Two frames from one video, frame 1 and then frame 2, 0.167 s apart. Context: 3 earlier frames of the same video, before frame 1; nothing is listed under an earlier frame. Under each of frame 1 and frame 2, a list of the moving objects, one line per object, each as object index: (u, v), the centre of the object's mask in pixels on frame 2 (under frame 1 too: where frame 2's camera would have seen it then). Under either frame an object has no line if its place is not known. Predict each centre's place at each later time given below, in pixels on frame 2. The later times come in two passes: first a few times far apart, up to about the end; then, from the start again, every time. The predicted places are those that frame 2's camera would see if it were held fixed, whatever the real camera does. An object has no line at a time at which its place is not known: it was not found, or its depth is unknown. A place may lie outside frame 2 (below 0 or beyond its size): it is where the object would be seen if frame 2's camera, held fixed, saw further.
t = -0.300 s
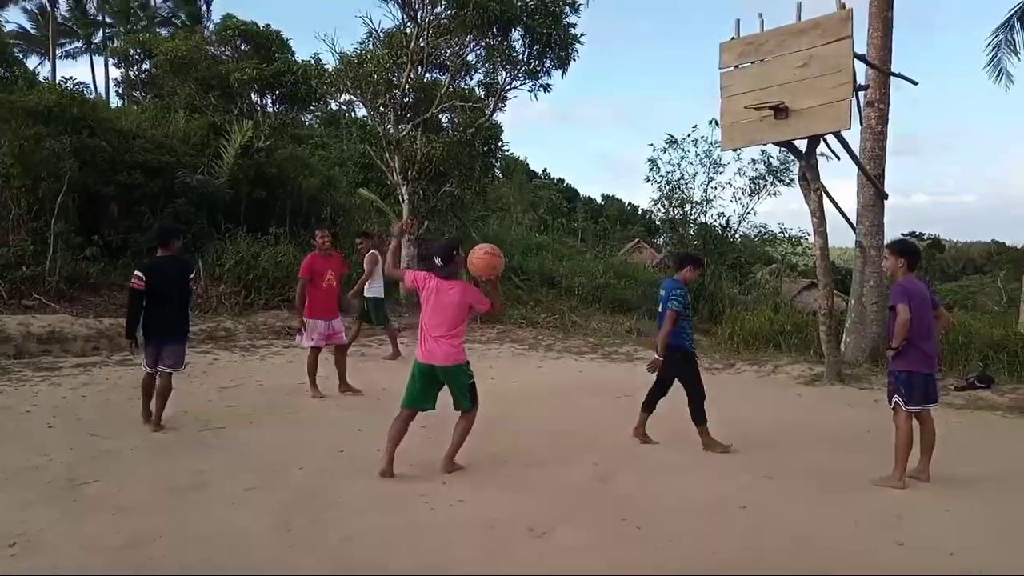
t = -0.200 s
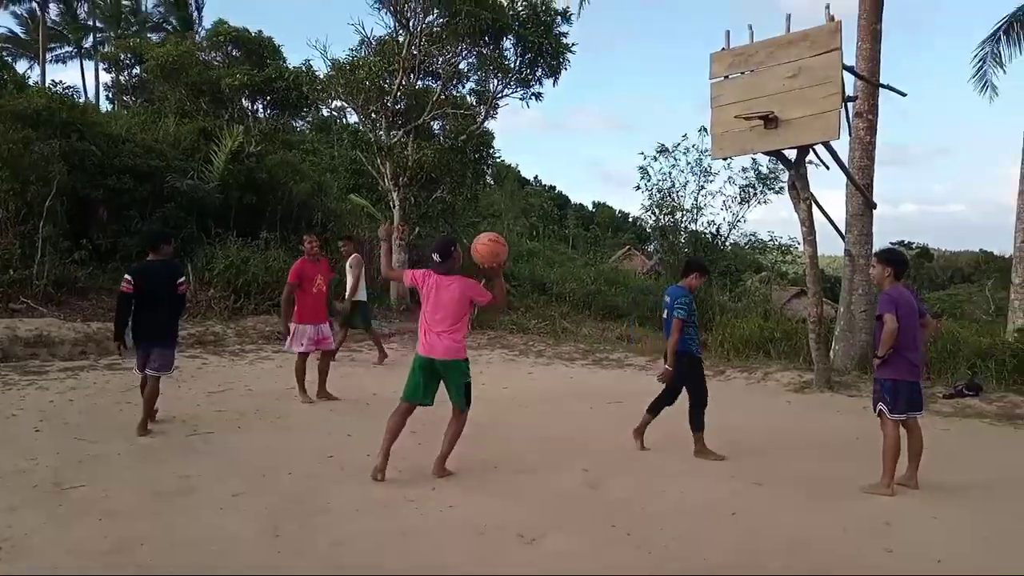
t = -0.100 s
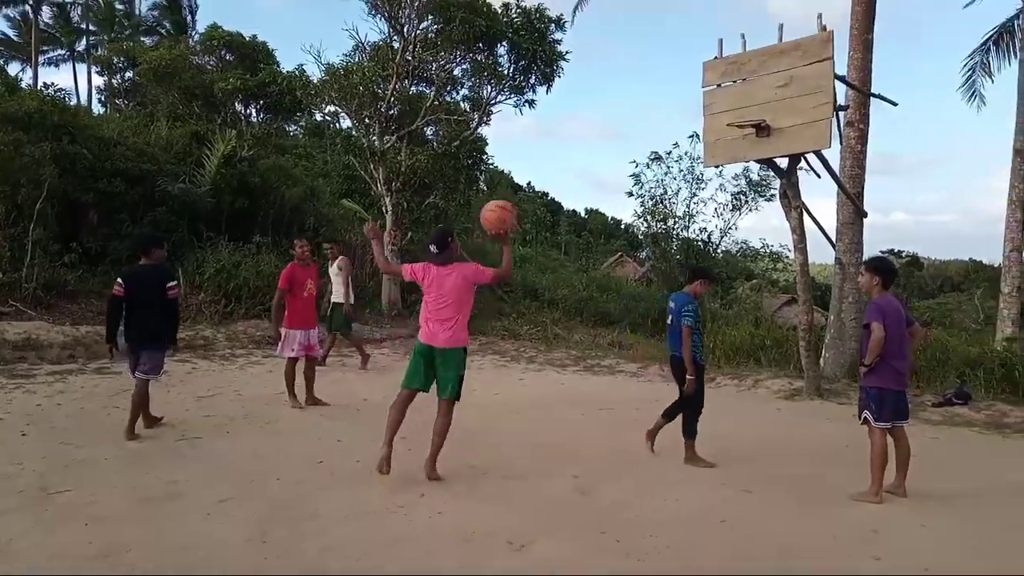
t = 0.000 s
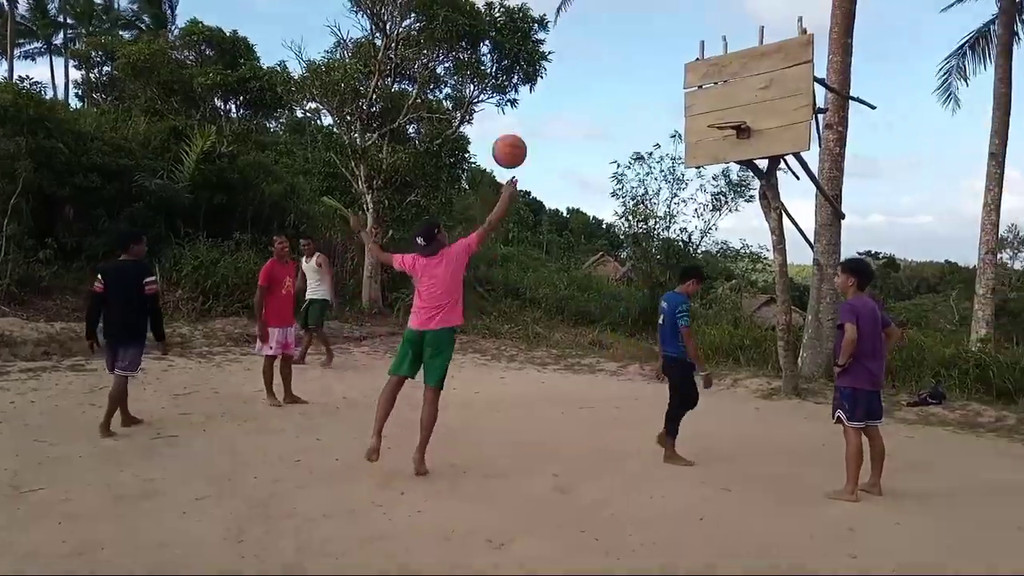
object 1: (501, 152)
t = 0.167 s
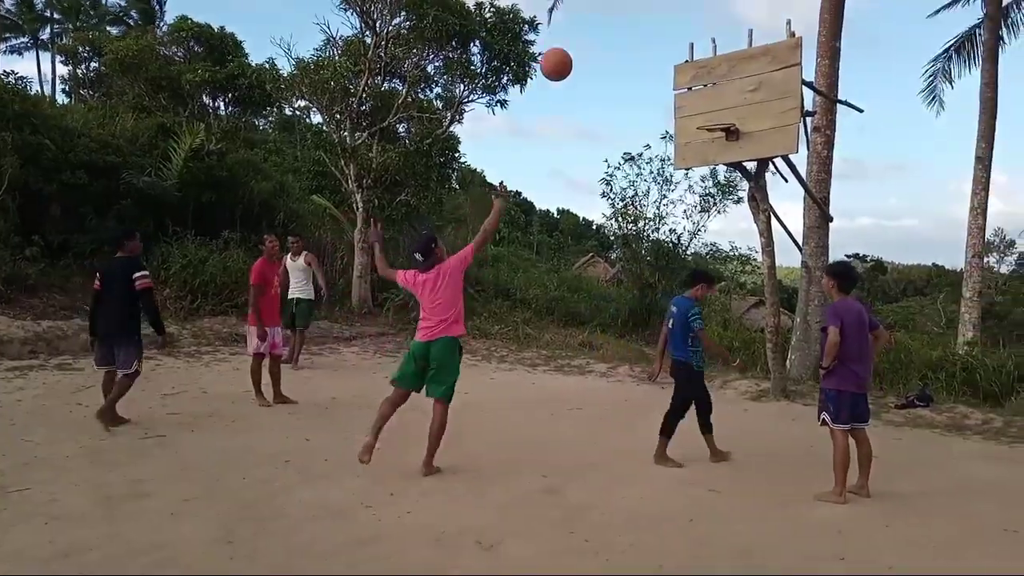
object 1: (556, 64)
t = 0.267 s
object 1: (586, 36)
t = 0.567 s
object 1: (666, 29)
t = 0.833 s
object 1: (721, 107)
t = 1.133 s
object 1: (705, 110)
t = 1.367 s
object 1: (702, 149)
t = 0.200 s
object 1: (566, 53)
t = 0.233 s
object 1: (577, 42)
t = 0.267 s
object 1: (586, 36)
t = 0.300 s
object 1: (597, 28)
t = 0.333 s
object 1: (606, 24)
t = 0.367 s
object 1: (615, 20)
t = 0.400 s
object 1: (624, 19)
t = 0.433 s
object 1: (633, 18)
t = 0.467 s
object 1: (641, 19)
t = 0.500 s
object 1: (650, 21)
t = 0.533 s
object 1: (658, 25)
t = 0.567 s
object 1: (666, 29)
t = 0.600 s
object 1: (674, 35)
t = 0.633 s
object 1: (681, 42)
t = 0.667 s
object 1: (687, 51)
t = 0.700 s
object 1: (694, 60)
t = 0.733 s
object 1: (701, 70)
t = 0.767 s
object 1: (708, 82)
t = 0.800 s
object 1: (714, 93)
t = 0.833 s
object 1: (721, 107)
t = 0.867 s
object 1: (725, 118)
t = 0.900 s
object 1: (717, 121)
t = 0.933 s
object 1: (710, 121)
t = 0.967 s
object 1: (707, 119)
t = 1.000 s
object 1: (707, 115)
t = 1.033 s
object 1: (706, 112)
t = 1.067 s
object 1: (707, 110)
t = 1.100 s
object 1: (706, 110)
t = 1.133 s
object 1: (705, 110)
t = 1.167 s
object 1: (705, 112)
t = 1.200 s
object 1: (704, 115)
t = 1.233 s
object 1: (705, 119)
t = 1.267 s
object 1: (705, 125)
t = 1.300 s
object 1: (703, 133)
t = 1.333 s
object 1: (703, 140)
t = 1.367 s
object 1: (702, 149)
